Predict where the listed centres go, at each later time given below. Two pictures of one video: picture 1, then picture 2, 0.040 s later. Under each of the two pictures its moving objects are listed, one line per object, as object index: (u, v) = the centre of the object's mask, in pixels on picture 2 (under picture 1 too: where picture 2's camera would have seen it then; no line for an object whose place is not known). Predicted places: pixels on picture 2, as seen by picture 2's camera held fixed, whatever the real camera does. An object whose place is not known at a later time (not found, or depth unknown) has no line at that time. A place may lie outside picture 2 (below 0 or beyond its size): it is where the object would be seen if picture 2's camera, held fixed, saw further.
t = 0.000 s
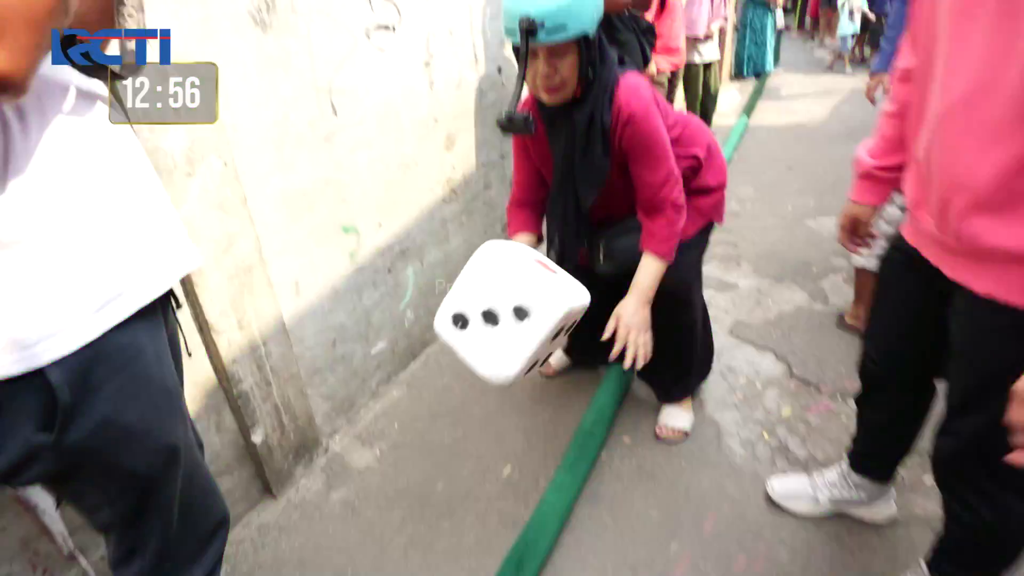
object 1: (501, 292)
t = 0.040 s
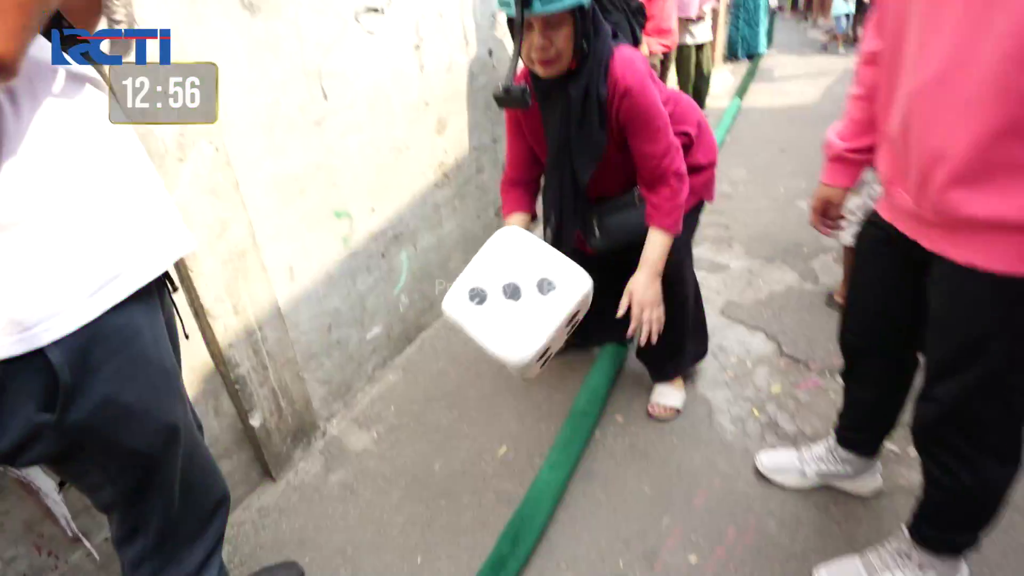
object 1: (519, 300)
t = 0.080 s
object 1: (533, 322)
